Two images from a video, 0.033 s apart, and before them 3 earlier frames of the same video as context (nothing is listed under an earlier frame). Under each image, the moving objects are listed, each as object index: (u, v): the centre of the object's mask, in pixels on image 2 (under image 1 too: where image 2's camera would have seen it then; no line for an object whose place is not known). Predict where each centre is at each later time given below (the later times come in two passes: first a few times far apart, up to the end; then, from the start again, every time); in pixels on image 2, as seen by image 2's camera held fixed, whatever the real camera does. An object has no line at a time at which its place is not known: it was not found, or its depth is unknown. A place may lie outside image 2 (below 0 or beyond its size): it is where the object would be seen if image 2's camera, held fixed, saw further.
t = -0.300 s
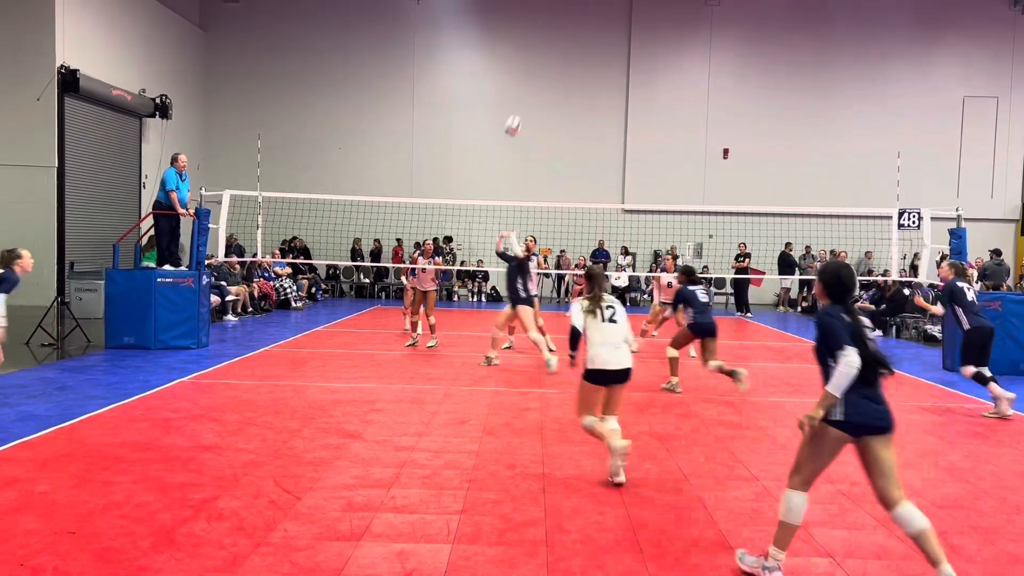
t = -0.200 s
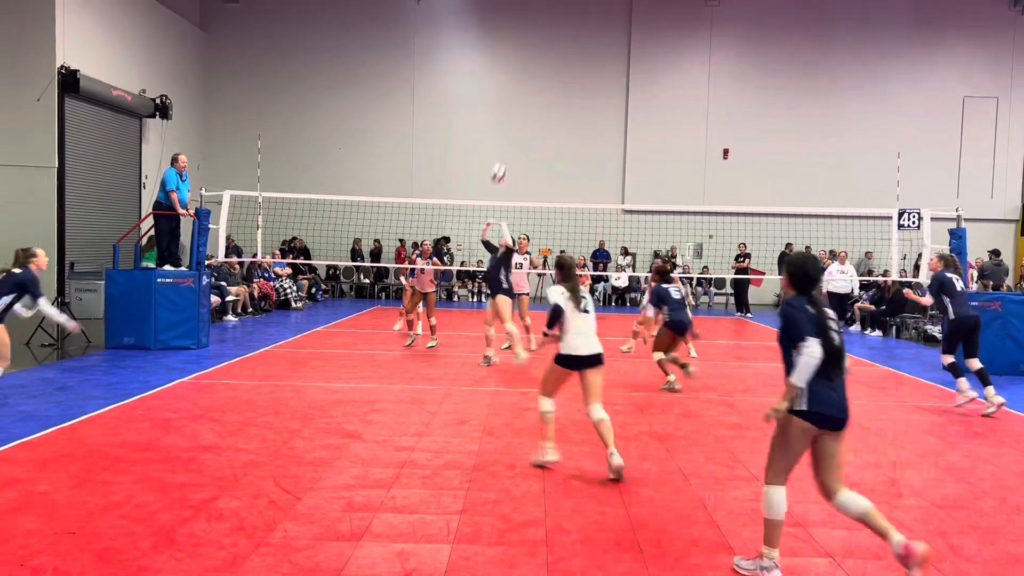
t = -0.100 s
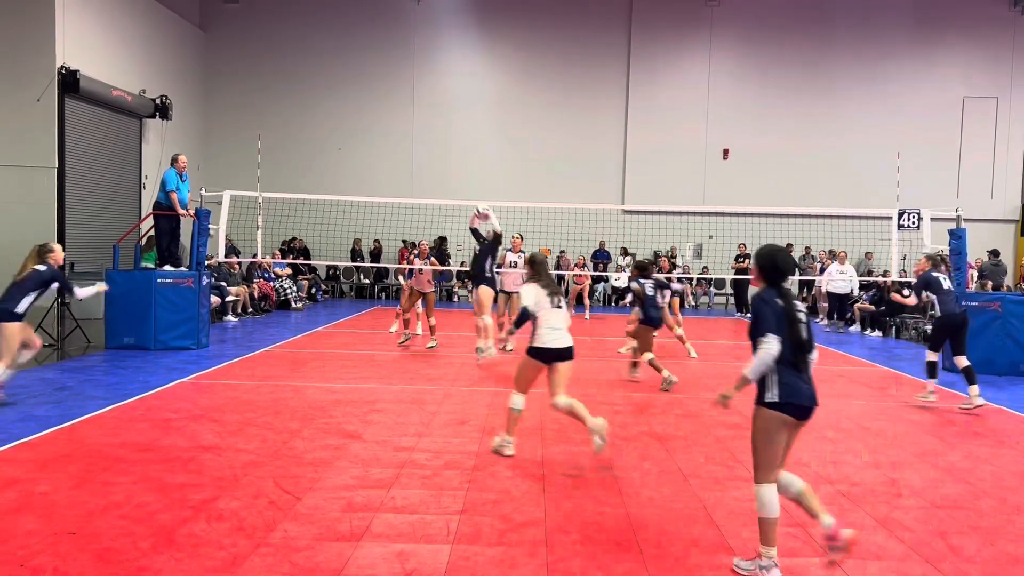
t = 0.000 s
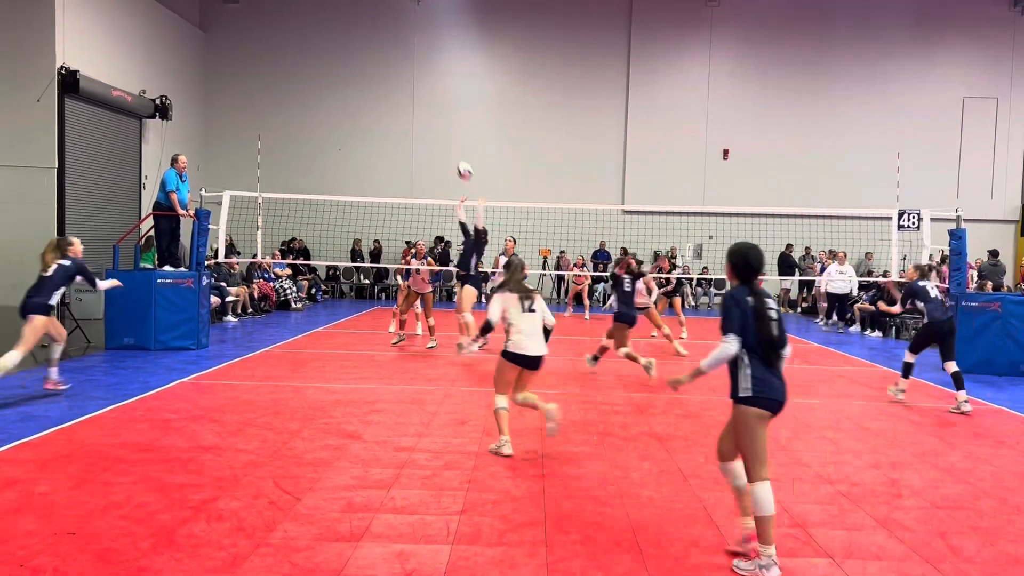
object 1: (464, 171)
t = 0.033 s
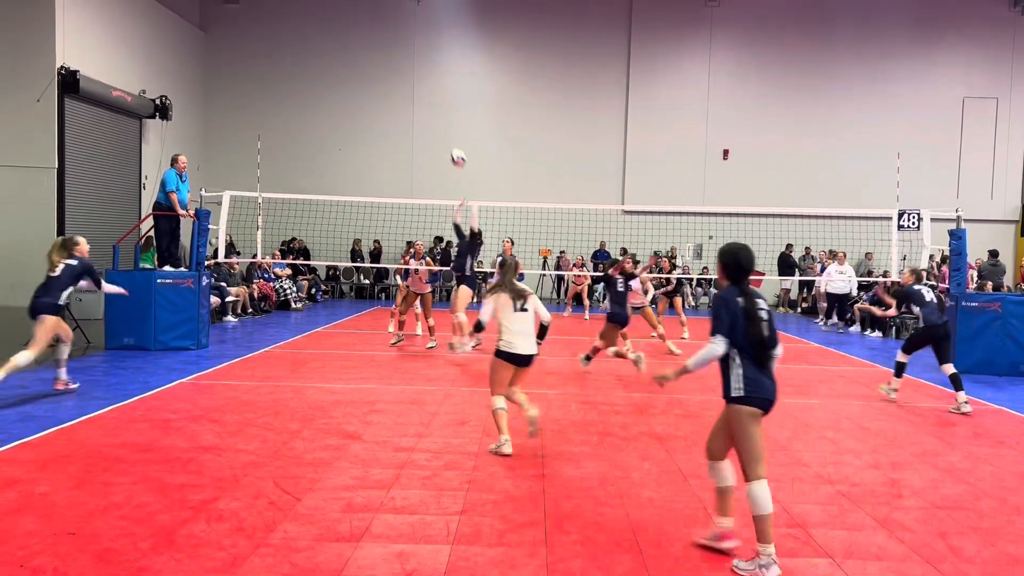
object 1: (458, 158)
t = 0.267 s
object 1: (414, 89)
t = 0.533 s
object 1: (365, 61)
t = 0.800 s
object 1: (314, 87)
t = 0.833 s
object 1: (308, 94)
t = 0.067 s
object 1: (452, 145)
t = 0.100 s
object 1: (445, 133)
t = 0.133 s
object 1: (439, 123)
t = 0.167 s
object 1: (433, 113)
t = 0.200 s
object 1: (427, 104)
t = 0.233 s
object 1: (420, 96)
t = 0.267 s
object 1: (414, 89)
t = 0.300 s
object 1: (408, 83)
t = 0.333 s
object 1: (402, 76)
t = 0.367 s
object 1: (395, 72)
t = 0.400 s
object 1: (389, 68)
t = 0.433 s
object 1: (383, 65)
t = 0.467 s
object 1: (377, 63)
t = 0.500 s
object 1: (370, 62)
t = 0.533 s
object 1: (365, 61)
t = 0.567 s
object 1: (358, 62)
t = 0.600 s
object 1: (352, 63)
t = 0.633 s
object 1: (346, 64)
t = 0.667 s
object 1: (340, 67)
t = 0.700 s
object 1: (333, 71)
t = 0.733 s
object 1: (327, 75)
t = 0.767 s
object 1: (321, 80)
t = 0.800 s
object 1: (314, 87)
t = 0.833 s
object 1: (308, 94)
